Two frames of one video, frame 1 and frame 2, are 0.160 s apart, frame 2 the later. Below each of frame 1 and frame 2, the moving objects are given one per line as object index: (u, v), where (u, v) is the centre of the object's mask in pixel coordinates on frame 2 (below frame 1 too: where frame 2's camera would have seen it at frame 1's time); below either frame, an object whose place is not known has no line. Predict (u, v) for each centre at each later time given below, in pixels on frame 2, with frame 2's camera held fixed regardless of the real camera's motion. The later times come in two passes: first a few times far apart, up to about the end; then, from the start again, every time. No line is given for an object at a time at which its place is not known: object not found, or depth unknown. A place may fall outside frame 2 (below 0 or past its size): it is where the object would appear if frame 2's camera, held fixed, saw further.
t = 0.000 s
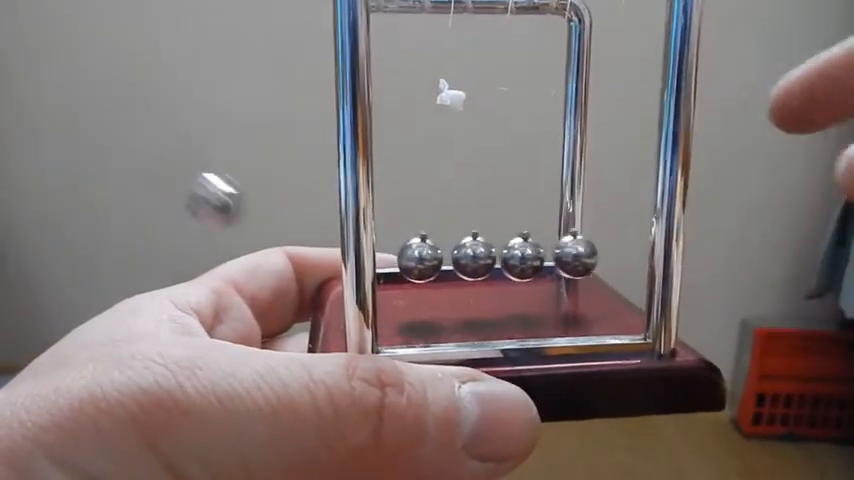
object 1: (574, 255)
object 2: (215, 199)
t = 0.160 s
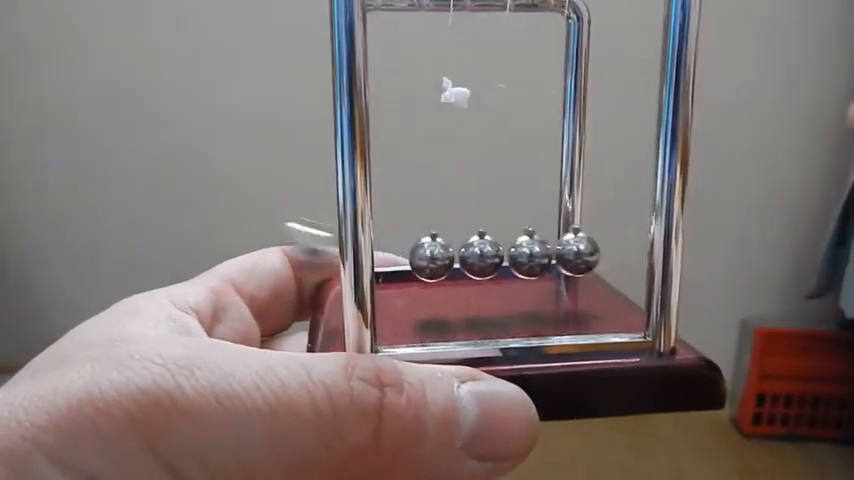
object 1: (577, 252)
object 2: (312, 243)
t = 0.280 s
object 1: (724, 200)
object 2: (336, 255)
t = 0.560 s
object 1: (586, 254)
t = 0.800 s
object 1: (710, 210)
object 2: (337, 256)
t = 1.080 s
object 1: (585, 252)
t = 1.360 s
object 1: (717, 202)
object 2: (338, 257)
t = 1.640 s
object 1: (573, 251)
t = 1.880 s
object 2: (340, 257)
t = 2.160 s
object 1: (570, 251)
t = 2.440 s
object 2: (385, 258)
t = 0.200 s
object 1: (591, 255)
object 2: (387, 258)
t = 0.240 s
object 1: (693, 234)
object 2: (380, 257)
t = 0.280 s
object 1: (724, 200)
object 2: (336, 255)
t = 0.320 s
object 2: (334, 253)
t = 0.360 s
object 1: (722, 199)
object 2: (334, 253)
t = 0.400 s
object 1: (643, 236)
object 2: (377, 258)
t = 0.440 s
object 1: (583, 254)
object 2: (382, 259)
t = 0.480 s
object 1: (567, 254)
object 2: (307, 243)
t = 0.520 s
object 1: (579, 253)
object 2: (234, 214)
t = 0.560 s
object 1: (586, 254)
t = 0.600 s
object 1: (586, 252)
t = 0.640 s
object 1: (580, 252)
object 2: (233, 213)
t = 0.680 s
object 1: (568, 255)
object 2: (308, 241)
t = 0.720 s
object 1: (584, 253)
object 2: (383, 258)
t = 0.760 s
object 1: (641, 238)
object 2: (377, 254)
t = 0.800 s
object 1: (710, 210)
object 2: (337, 256)
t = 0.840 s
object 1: (726, 195)
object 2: (336, 255)
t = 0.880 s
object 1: (716, 207)
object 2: (339, 257)
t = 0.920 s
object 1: (644, 237)
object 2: (382, 258)
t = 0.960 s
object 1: (588, 253)
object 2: (387, 257)
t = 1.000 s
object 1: (576, 254)
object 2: (318, 249)
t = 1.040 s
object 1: (583, 253)
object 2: (250, 222)
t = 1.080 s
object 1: (585, 252)
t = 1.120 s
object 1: (581, 252)
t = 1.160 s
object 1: (573, 252)
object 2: (243, 218)
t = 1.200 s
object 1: (562, 252)
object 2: (311, 243)
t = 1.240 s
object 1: (580, 251)
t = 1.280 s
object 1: (638, 240)
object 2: (339, 257)
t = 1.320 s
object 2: (338, 257)
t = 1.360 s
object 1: (717, 202)
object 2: (338, 257)
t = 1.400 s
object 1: (707, 210)
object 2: (380, 258)
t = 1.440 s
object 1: (641, 240)
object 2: (385, 256)
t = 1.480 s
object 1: (583, 253)
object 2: (389, 257)
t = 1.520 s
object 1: (578, 252)
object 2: (320, 249)
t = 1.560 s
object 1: (581, 250)
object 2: (255, 223)
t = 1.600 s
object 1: (581, 251)
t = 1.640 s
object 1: (573, 251)
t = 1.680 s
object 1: (563, 251)
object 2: (248, 220)
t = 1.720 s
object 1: (553, 251)
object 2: (314, 243)
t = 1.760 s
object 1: (574, 250)
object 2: (338, 258)
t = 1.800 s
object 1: (635, 240)
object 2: (336, 255)
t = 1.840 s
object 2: (337, 256)
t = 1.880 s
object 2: (340, 257)
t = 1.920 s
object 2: (384, 258)
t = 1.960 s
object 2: (390, 256)
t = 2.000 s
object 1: (583, 251)
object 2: (394, 257)
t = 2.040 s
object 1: (586, 251)
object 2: (322, 251)
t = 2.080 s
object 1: (586, 251)
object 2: (265, 226)
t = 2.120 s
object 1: (580, 252)
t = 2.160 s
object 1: (570, 251)
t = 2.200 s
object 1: (556, 250)
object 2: (264, 226)
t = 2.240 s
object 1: (547, 250)
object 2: (323, 247)
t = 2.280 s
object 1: (580, 250)
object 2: (337, 257)
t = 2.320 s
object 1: (635, 240)
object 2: (336, 257)
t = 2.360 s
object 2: (337, 257)
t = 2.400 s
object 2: (379, 257)
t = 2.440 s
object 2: (385, 258)
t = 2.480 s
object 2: (391, 257)
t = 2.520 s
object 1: (580, 252)
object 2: (393, 258)
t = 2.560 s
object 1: (584, 252)
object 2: (320, 246)
